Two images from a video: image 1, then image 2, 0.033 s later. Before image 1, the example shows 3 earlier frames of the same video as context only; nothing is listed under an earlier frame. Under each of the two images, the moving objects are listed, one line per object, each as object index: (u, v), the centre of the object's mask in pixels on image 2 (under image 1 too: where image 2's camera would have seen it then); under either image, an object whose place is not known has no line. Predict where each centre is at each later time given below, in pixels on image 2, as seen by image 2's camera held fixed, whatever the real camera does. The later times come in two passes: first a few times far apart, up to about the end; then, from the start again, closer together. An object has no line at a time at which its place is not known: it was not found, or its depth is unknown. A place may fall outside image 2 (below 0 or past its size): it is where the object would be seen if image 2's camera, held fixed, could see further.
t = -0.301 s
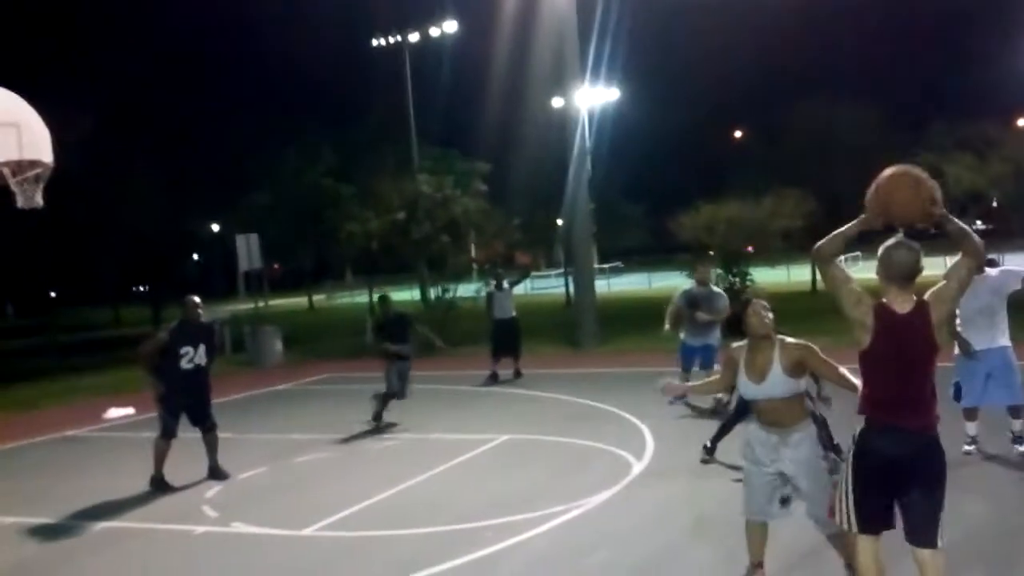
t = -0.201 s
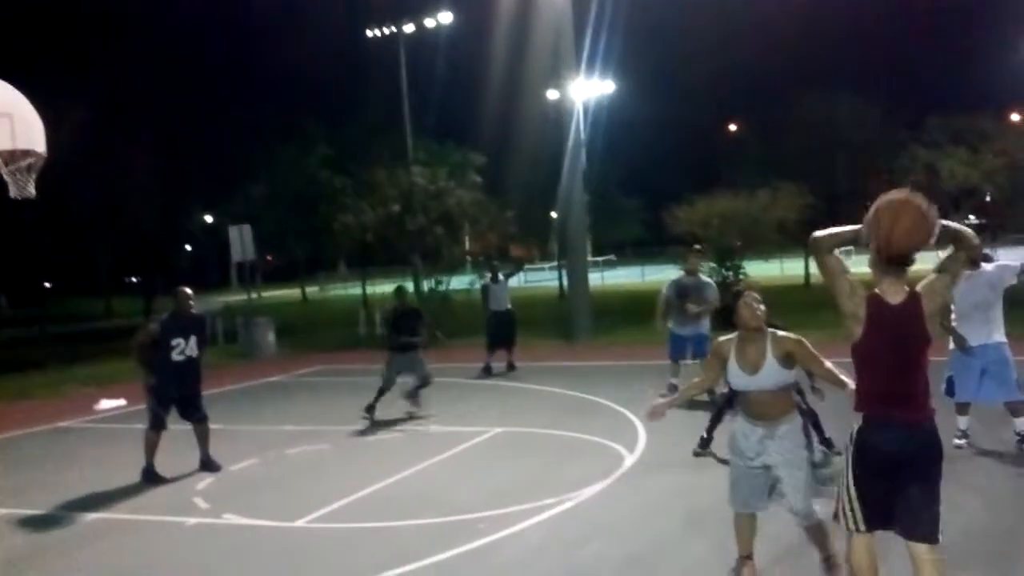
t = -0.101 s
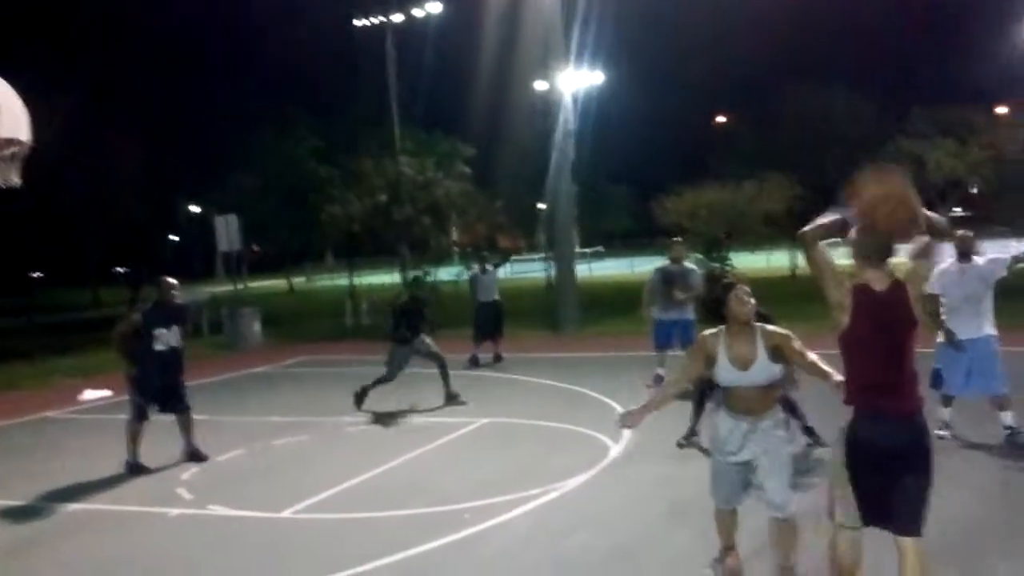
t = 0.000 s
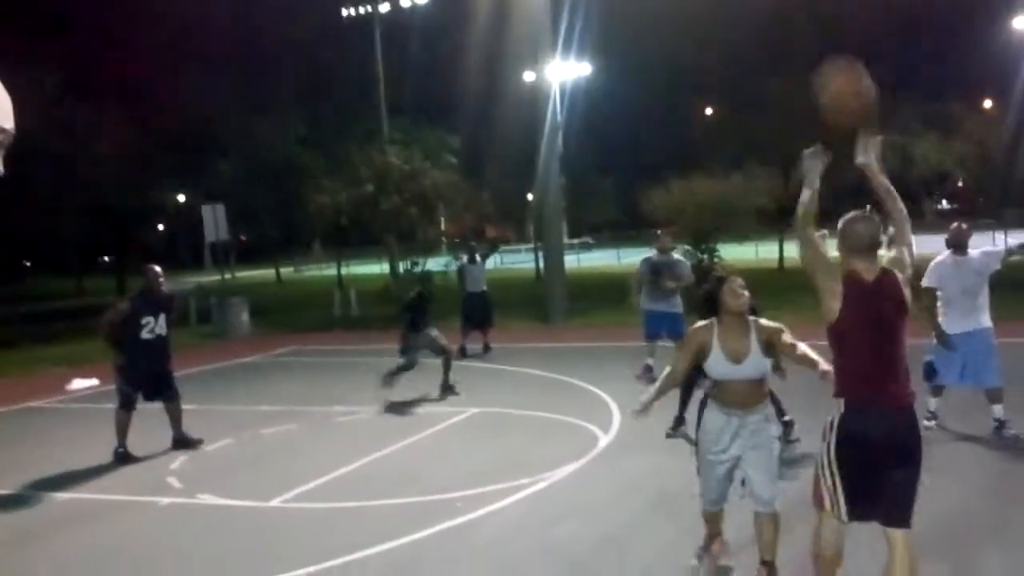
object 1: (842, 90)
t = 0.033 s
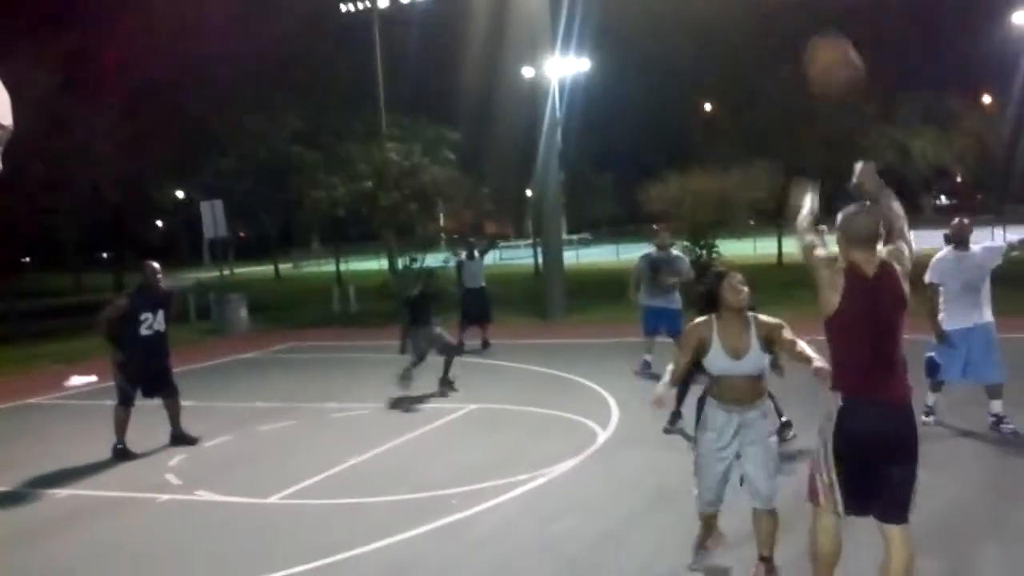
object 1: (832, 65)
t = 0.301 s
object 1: (777, 15)
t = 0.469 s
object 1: (761, 31)
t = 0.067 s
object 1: (822, 46)
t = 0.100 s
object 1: (813, 33)
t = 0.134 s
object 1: (805, 25)
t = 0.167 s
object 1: (795, 21)
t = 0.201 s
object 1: (789, 21)
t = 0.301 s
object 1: (777, 15)
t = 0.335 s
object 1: (774, 15)
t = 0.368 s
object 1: (771, 17)
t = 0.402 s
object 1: (767, 17)
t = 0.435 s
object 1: (762, 26)
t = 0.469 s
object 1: (761, 31)
